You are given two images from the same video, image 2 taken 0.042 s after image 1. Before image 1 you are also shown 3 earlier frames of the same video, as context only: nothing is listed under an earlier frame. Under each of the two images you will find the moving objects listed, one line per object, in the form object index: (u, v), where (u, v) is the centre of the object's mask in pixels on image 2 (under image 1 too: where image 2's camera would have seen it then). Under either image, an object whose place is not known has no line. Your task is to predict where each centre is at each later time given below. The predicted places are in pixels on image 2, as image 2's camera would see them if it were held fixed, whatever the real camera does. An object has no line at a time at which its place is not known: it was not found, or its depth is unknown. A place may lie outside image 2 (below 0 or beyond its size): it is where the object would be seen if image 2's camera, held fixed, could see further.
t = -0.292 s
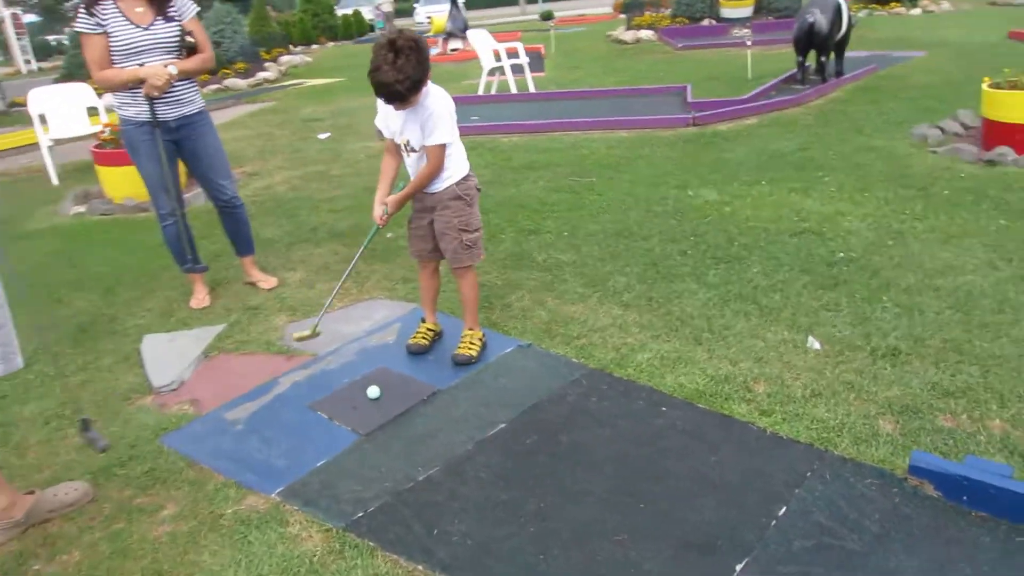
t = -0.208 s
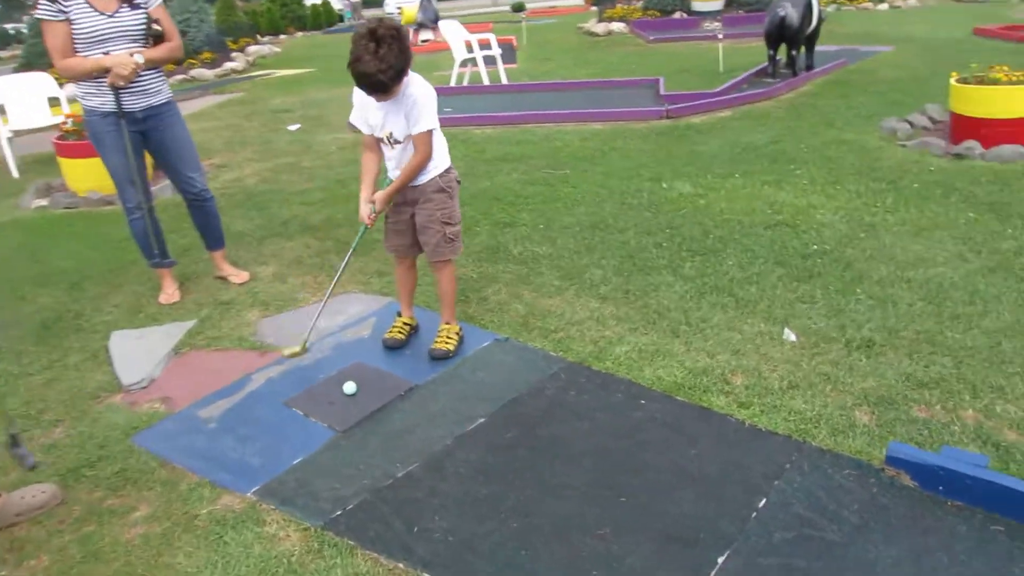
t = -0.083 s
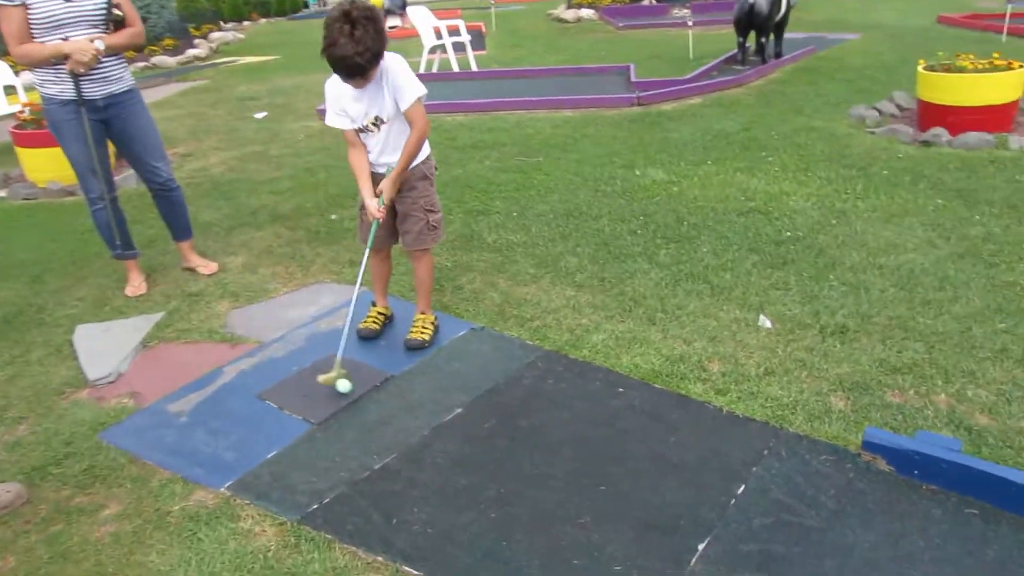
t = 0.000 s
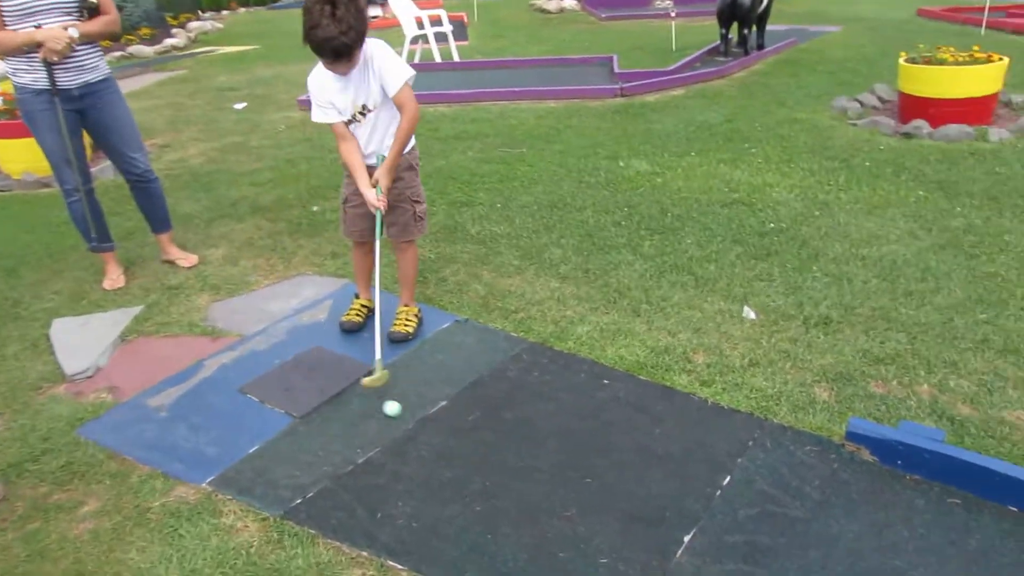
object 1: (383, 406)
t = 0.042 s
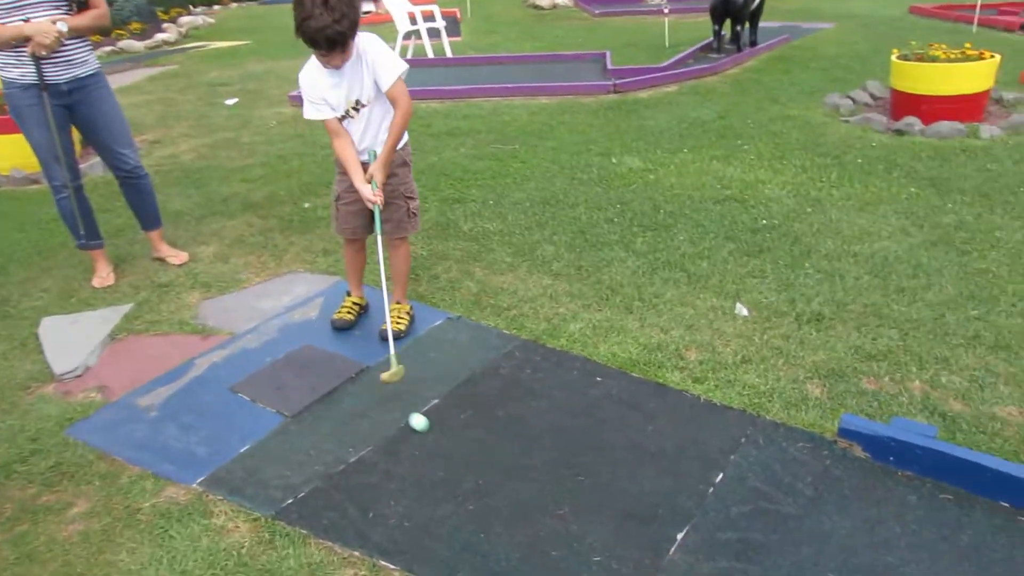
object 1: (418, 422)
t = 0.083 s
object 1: (454, 436)
